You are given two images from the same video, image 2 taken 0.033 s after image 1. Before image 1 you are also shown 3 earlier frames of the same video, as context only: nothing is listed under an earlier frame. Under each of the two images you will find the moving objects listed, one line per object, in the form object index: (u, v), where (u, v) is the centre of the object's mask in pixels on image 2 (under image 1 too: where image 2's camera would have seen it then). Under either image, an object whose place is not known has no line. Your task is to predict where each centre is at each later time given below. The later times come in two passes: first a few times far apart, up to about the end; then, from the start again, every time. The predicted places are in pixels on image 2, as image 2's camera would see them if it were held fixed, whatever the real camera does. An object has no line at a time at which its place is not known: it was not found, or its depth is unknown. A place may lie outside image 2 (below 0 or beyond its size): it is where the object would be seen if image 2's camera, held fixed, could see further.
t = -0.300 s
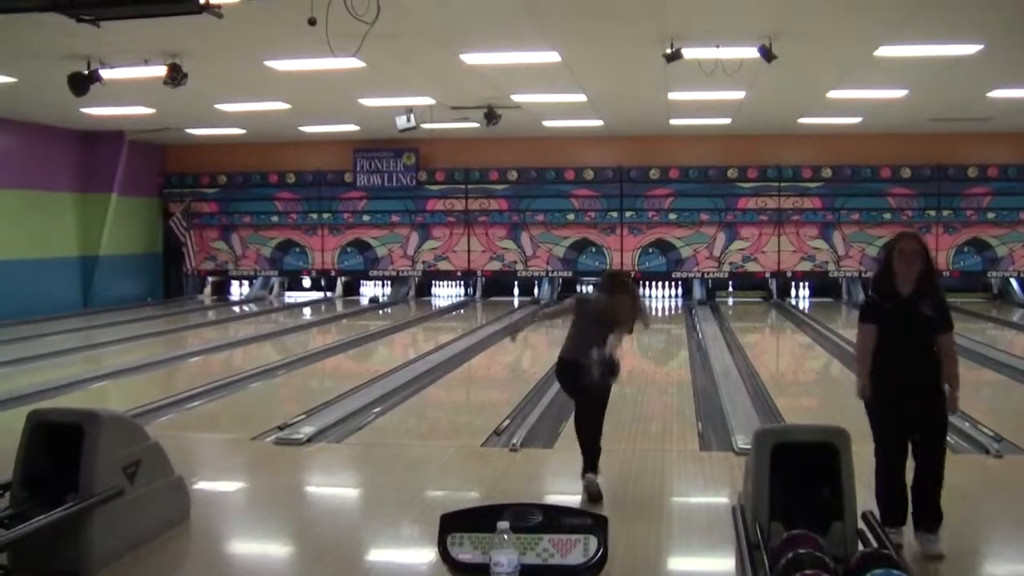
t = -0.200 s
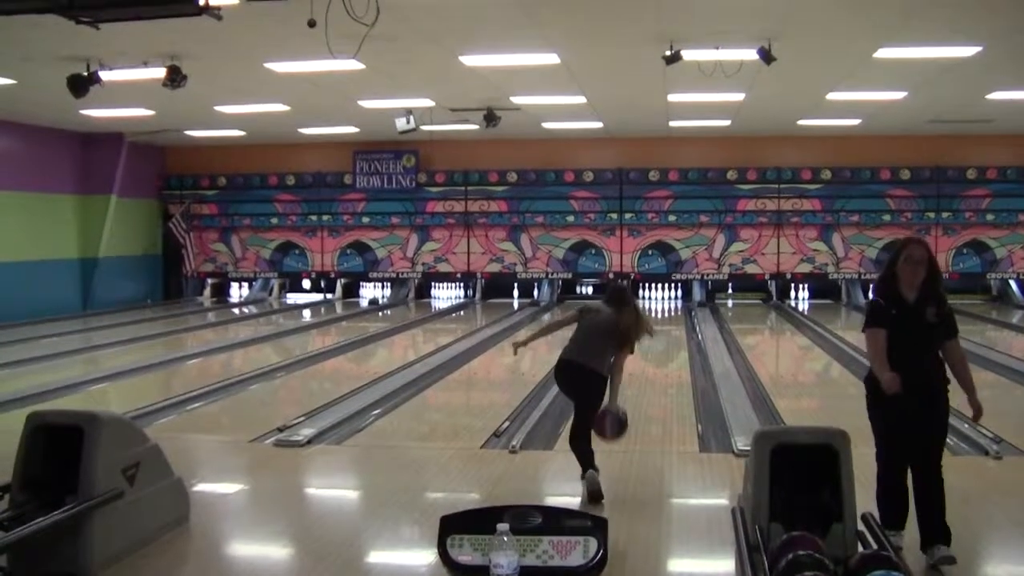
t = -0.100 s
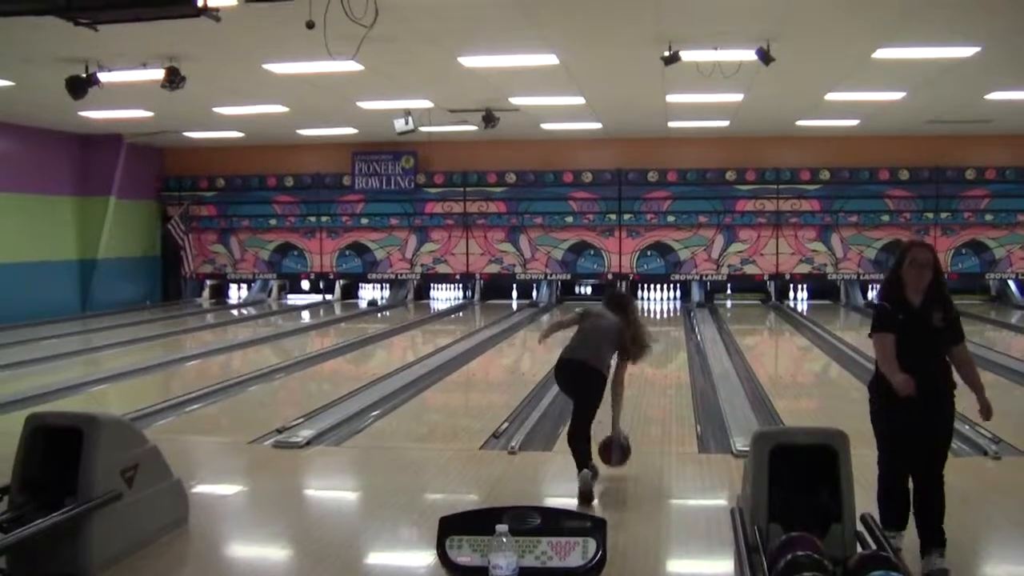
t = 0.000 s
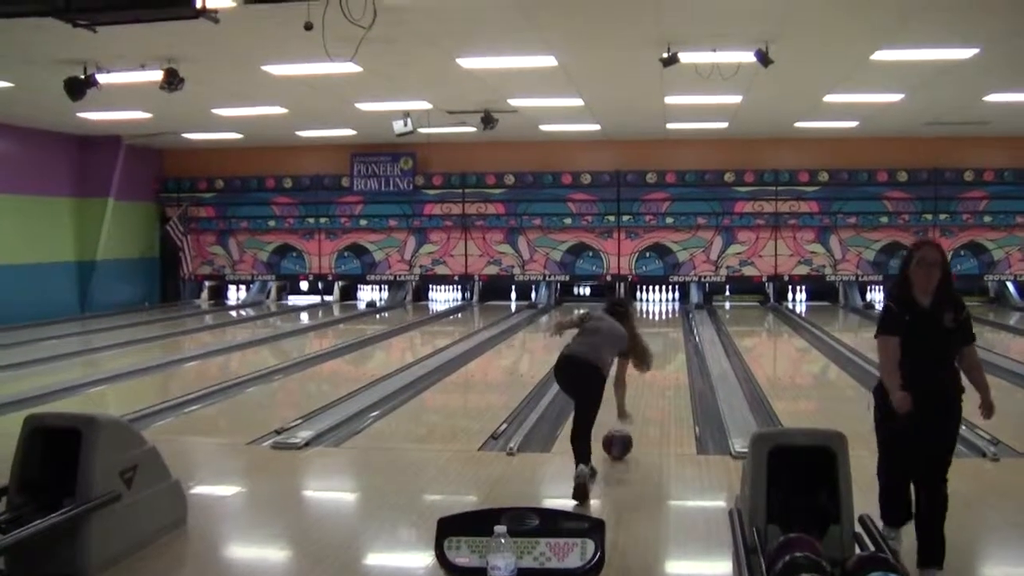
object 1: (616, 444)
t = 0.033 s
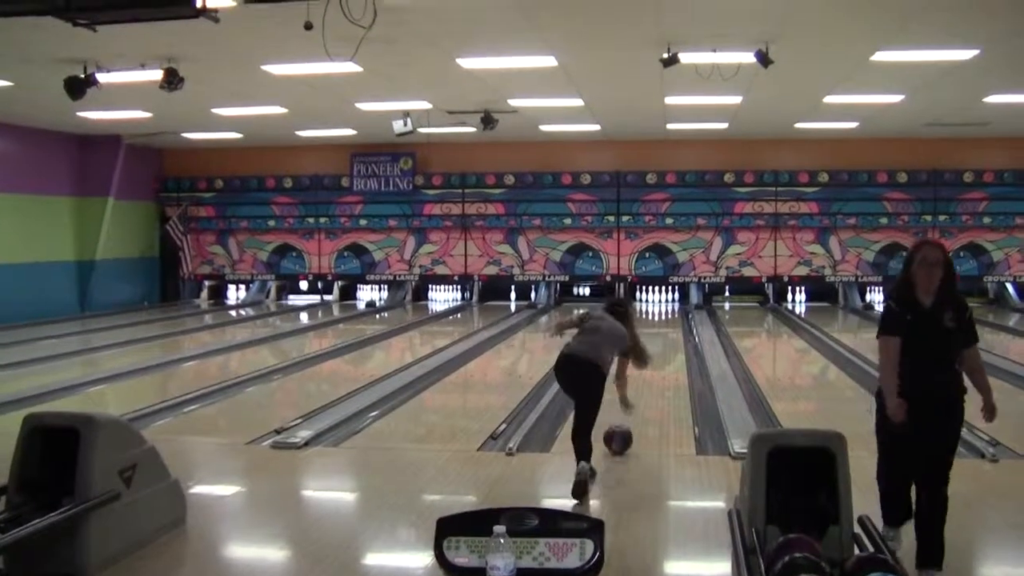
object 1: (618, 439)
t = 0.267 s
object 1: (626, 409)
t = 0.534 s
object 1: (633, 384)
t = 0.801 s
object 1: (636, 366)
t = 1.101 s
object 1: (642, 350)
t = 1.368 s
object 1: (643, 339)
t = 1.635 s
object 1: (645, 331)
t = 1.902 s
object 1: (648, 323)
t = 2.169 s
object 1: (649, 317)
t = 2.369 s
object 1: (650, 312)
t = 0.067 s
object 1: (619, 434)
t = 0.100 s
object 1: (620, 430)
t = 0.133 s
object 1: (621, 425)
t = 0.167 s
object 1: (622, 421)
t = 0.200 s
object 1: (624, 417)
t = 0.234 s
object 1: (625, 413)
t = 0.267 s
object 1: (626, 409)
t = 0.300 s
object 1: (626, 406)
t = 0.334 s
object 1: (627, 402)
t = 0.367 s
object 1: (628, 399)
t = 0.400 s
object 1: (629, 396)
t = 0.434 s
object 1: (630, 393)
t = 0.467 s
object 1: (631, 390)
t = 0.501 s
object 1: (632, 387)
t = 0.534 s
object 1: (633, 384)
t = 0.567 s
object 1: (633, 382)
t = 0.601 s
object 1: (633, 379)
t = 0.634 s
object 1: (634, 377)
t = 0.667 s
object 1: (635, 374)
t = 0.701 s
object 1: (635, 372)
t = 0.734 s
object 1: (635, 370)
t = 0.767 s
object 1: (636, 368)
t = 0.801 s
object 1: (636, 366)
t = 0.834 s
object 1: (637, 364)
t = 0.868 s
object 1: (637, 362)
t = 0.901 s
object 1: (638, 360)
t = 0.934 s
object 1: (638, 358)
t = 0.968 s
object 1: (639, 356)
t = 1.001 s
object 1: (640, 355)
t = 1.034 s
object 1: (640, 354)
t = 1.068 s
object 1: (639, 353)
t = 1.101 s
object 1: (642, 350)
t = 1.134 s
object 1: (641, 348)
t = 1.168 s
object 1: (641, 347)
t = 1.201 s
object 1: (641, 346)
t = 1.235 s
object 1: (642, 344)
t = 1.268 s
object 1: (642, 343)
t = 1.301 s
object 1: (643, 342)
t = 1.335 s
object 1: (643, 341)
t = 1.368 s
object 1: (643, 339)
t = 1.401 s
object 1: (644, 338)
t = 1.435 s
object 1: (644, 337)
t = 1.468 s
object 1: (644, 336)
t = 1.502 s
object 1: (645, 334)
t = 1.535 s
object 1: (645, 333)
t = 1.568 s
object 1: (645, 332)
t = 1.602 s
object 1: (645, 332)
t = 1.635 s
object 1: (645, 331)
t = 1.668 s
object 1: (646, 330)
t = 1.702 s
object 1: (646, 328)
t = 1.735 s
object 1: (646, 326)
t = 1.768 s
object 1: (647, 325)
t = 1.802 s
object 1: (647, 325)
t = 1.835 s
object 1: (647, 325)
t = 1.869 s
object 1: (647, 324)
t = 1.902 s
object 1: (648, 323)
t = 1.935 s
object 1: (648, 322)
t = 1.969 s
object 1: (648, 321)
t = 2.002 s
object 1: (648, 321)
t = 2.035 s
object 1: (648, 320)
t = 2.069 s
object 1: (649, 319)
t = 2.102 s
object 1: (649, 318)
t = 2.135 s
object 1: (649, 317)
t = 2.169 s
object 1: (649, 317)
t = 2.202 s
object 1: (650, 316)
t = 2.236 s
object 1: (650, 314)
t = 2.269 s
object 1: (650, 314)
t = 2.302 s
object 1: (650, 314)
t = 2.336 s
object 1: (650, 313)
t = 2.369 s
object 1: (650, 312)
